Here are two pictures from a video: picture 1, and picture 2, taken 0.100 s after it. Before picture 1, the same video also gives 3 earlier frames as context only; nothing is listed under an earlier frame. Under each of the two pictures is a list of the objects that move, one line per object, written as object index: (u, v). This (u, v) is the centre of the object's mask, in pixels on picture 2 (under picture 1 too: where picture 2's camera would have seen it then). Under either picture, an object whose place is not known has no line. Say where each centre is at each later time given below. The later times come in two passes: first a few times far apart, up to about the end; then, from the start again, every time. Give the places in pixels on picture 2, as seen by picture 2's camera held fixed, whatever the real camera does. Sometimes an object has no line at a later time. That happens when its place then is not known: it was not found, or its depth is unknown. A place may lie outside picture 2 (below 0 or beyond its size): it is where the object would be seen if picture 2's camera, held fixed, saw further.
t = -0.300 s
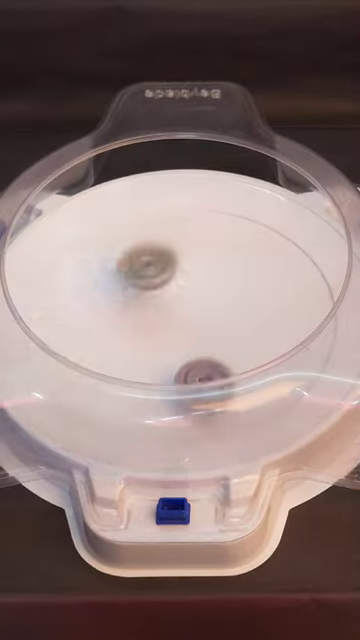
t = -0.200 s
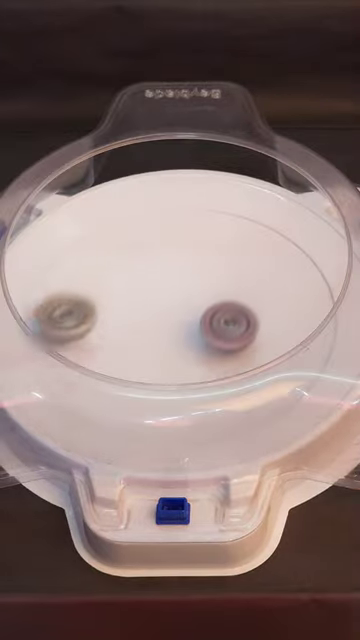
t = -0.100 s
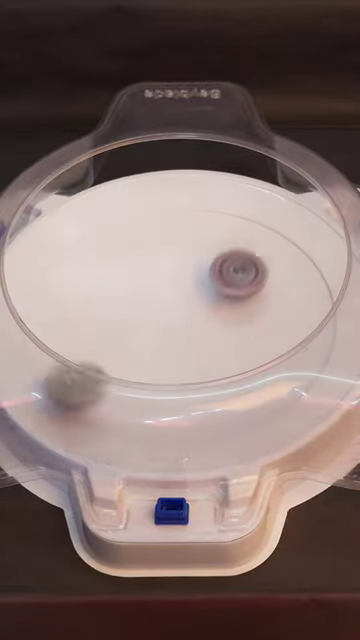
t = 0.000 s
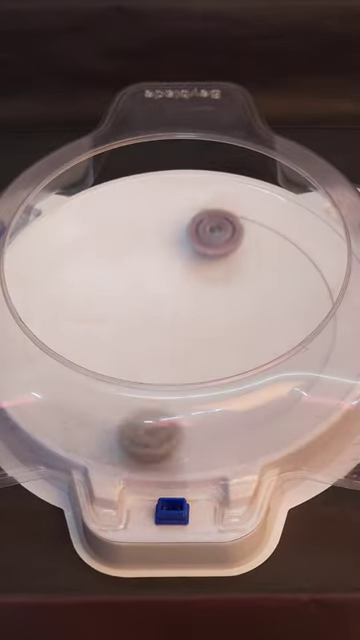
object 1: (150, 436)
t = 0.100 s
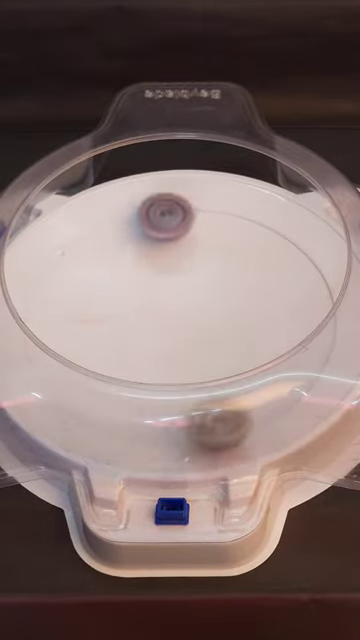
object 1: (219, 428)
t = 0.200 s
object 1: (252, 359)
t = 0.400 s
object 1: (109, 271)
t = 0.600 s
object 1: (76, 386)
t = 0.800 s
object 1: (212, 353)
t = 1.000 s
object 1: (111, 246)
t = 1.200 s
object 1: (60, 341)
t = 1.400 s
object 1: (210, 330)
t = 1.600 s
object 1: (170, 211)
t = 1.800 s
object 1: (71, 293)
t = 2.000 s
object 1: (220, 344)
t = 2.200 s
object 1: (243, 262)
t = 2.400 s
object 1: (140, 313)
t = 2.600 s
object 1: (214, 371)
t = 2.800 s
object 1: (284, 303)
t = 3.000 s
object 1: (146, 278)
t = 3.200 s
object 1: (83, 376)
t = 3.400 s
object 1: (214, 419)
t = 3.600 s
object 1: (250, 292)
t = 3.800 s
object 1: (101, 247)
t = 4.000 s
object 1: (39, 340)
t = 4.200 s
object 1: (181, 374)
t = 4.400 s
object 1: (241, 296)
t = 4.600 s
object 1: (126, 261)
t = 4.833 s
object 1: (93, 354)
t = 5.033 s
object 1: (222, 361)
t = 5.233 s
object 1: (247, 263)
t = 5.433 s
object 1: (125, 241)
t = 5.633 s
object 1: (88, 339)
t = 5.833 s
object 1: (212, 368)
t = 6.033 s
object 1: (285, 292)
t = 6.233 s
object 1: (186, 236)
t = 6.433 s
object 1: (88, 305)
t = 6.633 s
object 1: (40, 316)
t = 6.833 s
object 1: (72, 326)
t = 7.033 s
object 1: (114, 285)
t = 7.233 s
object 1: (123, 240)
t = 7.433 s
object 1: (87, 267)
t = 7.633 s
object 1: (43, 297)
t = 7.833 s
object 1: (82, 337)
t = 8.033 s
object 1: (173, 317)
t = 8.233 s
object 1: (186, 249)
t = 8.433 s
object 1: (139, 231)
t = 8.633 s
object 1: (148, 294)
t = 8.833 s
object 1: (214, 295)
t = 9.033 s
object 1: (250, 272)
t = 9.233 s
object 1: (219, 287)
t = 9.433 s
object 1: (200, 338)
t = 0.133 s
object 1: (234, 422)
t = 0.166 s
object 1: (252, 412)
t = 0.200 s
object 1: (252, 359)
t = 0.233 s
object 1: (257, 342)
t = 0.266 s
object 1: (244, 319)
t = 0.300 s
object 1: (218, 297)
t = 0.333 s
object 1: (186, 280)
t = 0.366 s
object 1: (149, 272)
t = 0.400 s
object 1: (109, 271)
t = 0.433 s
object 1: (73, 277)
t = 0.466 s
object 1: (40, 292)
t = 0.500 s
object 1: (32, 312)
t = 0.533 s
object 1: (39, 342)
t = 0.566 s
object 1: (53, 365)
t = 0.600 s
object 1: (76, 386)
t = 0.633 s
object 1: (96, 399)
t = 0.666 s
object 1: (123, 407)
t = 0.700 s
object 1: (156, 380)
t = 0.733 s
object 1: (180, 376)
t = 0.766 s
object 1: (200, 368)
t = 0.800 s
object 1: (212, 353)
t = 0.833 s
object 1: (212, 329)
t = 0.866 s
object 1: (206, 306)
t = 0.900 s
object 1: (191, 284)
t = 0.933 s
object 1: (168, 266)
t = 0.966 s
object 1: (143, 254)
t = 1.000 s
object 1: (111, 246)
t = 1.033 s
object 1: (81, 245)
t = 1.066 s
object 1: (52, 251)
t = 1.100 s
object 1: (45, 274)
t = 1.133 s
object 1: (42, 303)
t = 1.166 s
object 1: (46, 323)
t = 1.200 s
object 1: (60, 341)
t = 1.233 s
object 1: (82, 354)
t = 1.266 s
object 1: (108, 362)
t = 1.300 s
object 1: (136, 363)
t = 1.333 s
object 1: (166, 360)
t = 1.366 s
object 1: (190, 348)
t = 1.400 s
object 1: (210, 330)
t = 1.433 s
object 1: (222, 308)
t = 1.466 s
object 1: (226, 283)
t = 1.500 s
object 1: (222, 261)
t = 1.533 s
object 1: (210, 240)
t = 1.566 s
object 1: (192, 223)
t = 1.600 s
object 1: (170, 211)
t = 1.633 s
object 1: (142, 205)
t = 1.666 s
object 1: (118, 208)
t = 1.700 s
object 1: (93, 230)
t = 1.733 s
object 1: (75, 249)
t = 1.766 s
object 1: (68, 270)
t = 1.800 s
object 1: (71, 293)
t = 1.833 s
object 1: (83, 314)
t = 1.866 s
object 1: (102, 332)
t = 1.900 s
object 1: (129, 346)
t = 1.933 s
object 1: (159, 352)
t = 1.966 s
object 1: (191, 351)
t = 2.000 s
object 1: (220, 344)
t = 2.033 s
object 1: (244, 330)
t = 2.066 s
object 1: (262, 313)
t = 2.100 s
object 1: (265, 301)
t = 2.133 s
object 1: (266, 285)
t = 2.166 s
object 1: (259, 271)
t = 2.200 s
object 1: (243, 262)
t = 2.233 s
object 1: (225, 258)
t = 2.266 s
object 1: (203, 260)
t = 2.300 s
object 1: (182, 267)
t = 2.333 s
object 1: (163, 279)
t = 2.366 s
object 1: (148, 295)
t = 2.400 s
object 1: (140, 313)
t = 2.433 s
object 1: (138, 331)
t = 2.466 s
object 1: (144, 348)
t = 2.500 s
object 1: (155, 362)
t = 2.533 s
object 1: (172, 368)
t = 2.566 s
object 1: (194, 371)
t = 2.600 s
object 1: (214, 371)
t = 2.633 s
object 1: (234, 366)
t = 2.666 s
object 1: (258, 360)
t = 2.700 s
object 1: (277, 352)
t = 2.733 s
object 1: (288, 338)
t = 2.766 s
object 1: (290, 320)
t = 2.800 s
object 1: (284, 303)
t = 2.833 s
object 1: (272, 288)
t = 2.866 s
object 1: (251, 277)
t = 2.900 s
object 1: (227, 270)
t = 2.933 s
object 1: (202, 267)
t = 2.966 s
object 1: (173, 270)
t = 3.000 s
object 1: (146, 278)
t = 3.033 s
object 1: (121, 289)
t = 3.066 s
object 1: (101, 304)
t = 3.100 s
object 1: (87, 320)
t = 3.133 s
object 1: (79, 339)
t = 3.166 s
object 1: (76, 360)
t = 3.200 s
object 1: (83, 376)
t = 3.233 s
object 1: (95, 395)
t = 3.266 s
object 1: (113, 409)
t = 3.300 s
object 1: (139, 418)
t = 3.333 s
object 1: (162, 423)
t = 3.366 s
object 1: (190, 420)
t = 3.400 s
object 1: (214, 419)
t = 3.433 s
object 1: (232, 372)
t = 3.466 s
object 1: (253, 362)
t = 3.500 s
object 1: (265, 348)
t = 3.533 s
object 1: (269, 332)
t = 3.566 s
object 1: (262, 312)
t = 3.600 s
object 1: (250, 292)
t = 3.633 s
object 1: (233, 275)
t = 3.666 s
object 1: (210, 261)
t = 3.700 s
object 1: (184, 251)
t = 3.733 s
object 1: (156, 245)
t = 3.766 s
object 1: (128, 244)
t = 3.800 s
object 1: (101, 247)
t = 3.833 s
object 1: (76, 254)
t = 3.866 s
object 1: (53, 267)
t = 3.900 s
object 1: (39, 281)
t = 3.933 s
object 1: (31, 299)
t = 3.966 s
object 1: (33, 322)
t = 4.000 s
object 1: (39, 340)
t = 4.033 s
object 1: (51, 359)
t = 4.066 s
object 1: (70, 375)
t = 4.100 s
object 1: (94, 385)
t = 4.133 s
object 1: (120, 394)
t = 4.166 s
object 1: (154, 376)
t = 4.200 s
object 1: (181, 374)
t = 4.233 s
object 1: (205, 368)
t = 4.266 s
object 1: (227, 358)
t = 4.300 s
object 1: (245, 344)
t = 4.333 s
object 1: (252, 327)
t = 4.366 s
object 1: (250, 312)
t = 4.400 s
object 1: (241, 296)
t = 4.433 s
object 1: (230, 282)
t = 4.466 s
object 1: (214, 269)
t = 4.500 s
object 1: (192, 262)
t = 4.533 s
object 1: (172, 257)
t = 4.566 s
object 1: (148, 257)
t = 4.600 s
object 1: (126, 261)
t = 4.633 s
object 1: (107, 267)
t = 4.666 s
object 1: (89, 280)
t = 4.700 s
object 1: (78, 294)
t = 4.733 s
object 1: (72, 310)
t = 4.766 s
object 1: (71, 327)
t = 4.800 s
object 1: (79, 343)
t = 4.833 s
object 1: (93, 354)
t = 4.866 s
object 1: (111, 363)
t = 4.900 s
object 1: (131, 369)
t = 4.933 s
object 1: (153, 372)
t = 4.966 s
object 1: (177, 372)
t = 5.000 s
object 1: (199, 368)
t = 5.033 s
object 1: (222, 361)
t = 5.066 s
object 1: (239, 351)
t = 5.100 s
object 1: (253, 337)
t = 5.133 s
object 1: (260, 318)
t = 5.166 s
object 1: (261, 299)
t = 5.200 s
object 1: (257, 281)
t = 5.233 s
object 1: (247, 263)
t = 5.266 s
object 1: (232, 250)
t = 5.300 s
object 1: (214, 240)
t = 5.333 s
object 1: (192, 232)
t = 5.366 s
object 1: (170, 231)
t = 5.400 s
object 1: (146, 233)
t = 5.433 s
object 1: (125, 241)
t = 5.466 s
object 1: (106, 251)
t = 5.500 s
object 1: (91, 267)
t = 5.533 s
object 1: (81, 283)
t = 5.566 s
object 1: (77, 302)
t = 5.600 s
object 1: (79, 320)
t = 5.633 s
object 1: (88, 339)
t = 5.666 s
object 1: (100, 353)
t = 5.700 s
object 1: (121, 362)
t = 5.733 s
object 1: (141, 368)
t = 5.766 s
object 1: (164, 371)
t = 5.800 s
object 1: (187, 372)
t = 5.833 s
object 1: (212, 368)
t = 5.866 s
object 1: (235, 361)
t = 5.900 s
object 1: (254, 357)
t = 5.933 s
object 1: (270, 343)
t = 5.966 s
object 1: (279, 327)
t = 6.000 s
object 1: (285, 310)
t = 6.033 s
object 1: (285, 292)
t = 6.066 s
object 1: (279, 275)
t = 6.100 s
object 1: (268, 261)
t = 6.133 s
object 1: (252, 249)
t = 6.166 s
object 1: (232, 241)
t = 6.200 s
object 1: (211, 238)
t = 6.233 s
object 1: (186, 236)
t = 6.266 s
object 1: (164, 241)
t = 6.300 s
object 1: (142, 249)
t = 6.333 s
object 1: (123, 260)
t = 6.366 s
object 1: (107, 273)
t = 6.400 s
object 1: (95, 288)
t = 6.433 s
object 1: (88, 305)
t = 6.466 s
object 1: (85, 322)
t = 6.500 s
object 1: (78, 330)
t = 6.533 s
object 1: (57, 319)
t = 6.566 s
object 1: (45, 313)
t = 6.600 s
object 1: (35, 311)
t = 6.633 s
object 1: (40, 316)
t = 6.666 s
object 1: (50, 324)
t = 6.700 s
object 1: (55, 329)
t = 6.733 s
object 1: (60, 331)
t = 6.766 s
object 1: (62, 331)
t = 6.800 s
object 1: (66, 329)
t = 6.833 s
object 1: (72, 326)
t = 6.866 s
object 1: (79, 322)
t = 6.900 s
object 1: (86, 318)
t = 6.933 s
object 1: (93, 311)
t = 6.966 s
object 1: (101, 302)
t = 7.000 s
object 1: (107, 295)
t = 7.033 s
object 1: (114, 285)
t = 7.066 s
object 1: (119, 277)
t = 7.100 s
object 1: (122, 267)
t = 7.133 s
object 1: (125, 258)
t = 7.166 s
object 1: (125, 251)
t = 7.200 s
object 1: (125, 244)
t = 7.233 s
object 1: (123, 240)
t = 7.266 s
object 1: (120, 237)
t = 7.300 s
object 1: (108, 235)
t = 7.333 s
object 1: (97, 238)
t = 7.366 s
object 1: (90, 246)
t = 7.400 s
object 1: (87, 255)
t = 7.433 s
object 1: (87, 267)
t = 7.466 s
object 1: (89, 275)
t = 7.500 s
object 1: (64, 274)
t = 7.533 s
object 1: (45, 272)
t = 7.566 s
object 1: (38, 276)
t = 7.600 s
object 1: (41, 287)
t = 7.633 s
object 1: (43, 297)
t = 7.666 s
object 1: (44, 305)
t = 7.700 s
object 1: (44, 312)
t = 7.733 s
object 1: (47, 319)
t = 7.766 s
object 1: (56, 326)
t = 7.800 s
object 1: (67, 332)
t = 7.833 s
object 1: (82, 337)
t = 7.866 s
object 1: (98, 338)
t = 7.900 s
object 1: (113, 338)
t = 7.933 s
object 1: (129, 335)
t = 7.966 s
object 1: (145, 330)
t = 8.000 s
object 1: (159, 324)
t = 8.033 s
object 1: (173, 317)
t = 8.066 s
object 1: (183, 308)
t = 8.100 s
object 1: (188, 295)
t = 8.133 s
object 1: (190, 283)
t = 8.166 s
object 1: (190, 271)
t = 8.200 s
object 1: (189, 259)
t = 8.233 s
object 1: (186, 249)
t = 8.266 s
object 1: (181, 239)
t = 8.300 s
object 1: (174, 231)
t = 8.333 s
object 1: (166, 226)
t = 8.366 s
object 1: (156, 224)
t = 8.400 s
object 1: (147, 226)
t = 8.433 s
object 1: (139, 231)
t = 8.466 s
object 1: (134, 239)
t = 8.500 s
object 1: (131, 250)
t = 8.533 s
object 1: (131, 261)
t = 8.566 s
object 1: (135, 272)
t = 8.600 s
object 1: (140, 283)
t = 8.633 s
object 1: (148, 294)
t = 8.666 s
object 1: (157, 300)
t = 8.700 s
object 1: (167, 299)
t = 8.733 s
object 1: (179, 299)
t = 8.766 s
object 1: (191, 299)
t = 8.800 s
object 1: (203, 297)
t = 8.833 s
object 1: (214, 295)
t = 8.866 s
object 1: (224, 293)
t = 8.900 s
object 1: (234, 289)
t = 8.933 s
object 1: (242, 285)
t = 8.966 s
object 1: (248, 280)
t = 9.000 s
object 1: (250, 276)
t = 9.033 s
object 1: (250, 272)
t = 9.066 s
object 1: (249, 270)
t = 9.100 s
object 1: (245, 270)
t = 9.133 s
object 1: (239, 272)
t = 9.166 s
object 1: (235, 275)
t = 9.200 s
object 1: (227, 280)
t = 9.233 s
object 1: (219, 287)
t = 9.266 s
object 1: (212, 295)
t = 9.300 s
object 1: (207, 304)
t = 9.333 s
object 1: (202, 313)
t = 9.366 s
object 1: (199, 322)
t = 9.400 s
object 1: (198, 330)
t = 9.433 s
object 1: (200, 338)
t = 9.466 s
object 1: (205, 345)
